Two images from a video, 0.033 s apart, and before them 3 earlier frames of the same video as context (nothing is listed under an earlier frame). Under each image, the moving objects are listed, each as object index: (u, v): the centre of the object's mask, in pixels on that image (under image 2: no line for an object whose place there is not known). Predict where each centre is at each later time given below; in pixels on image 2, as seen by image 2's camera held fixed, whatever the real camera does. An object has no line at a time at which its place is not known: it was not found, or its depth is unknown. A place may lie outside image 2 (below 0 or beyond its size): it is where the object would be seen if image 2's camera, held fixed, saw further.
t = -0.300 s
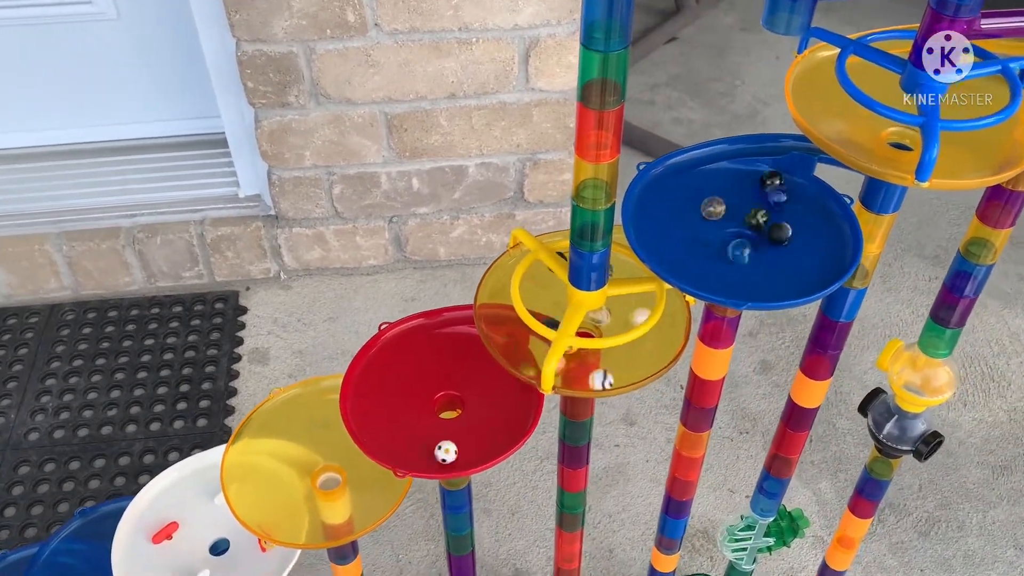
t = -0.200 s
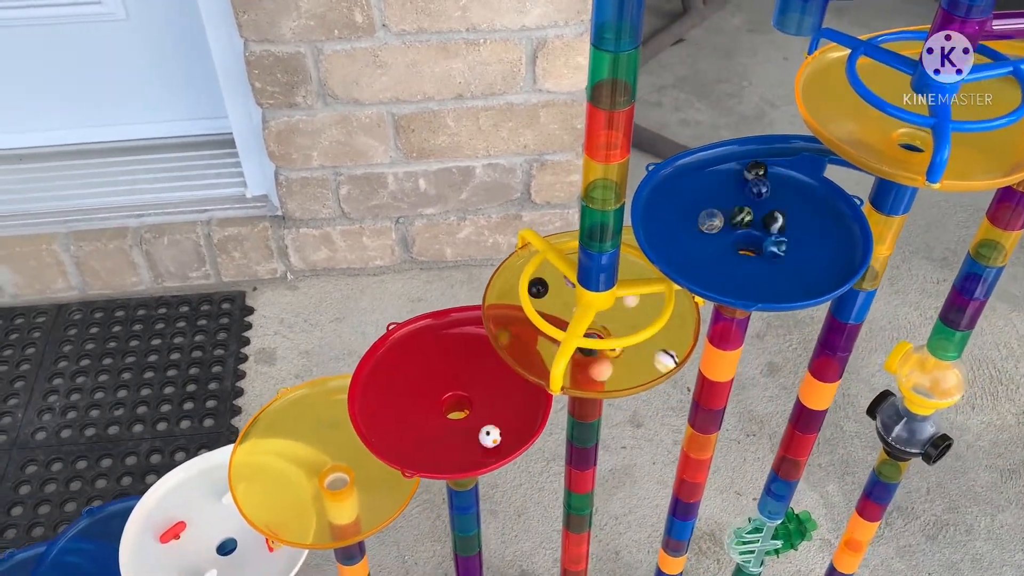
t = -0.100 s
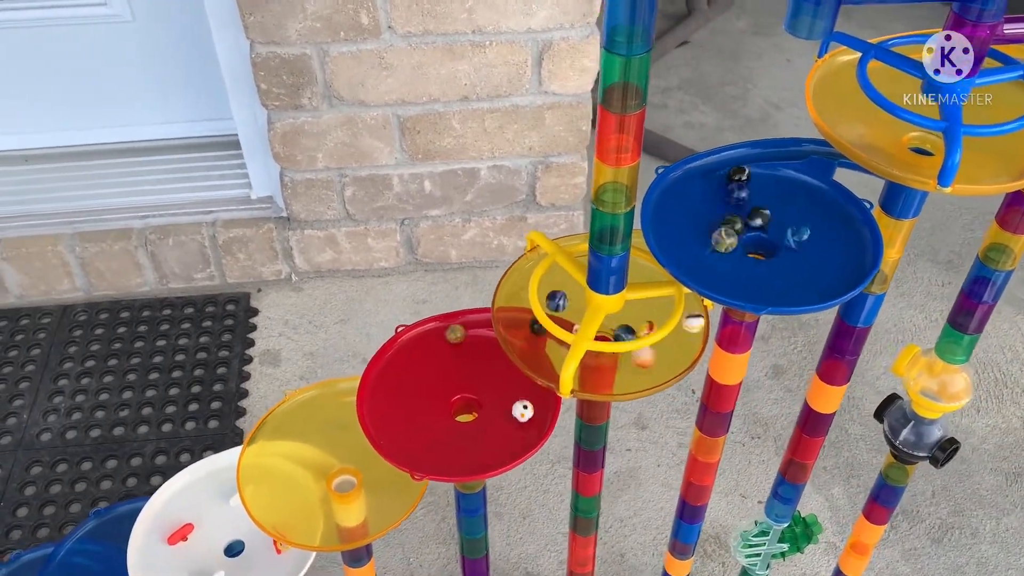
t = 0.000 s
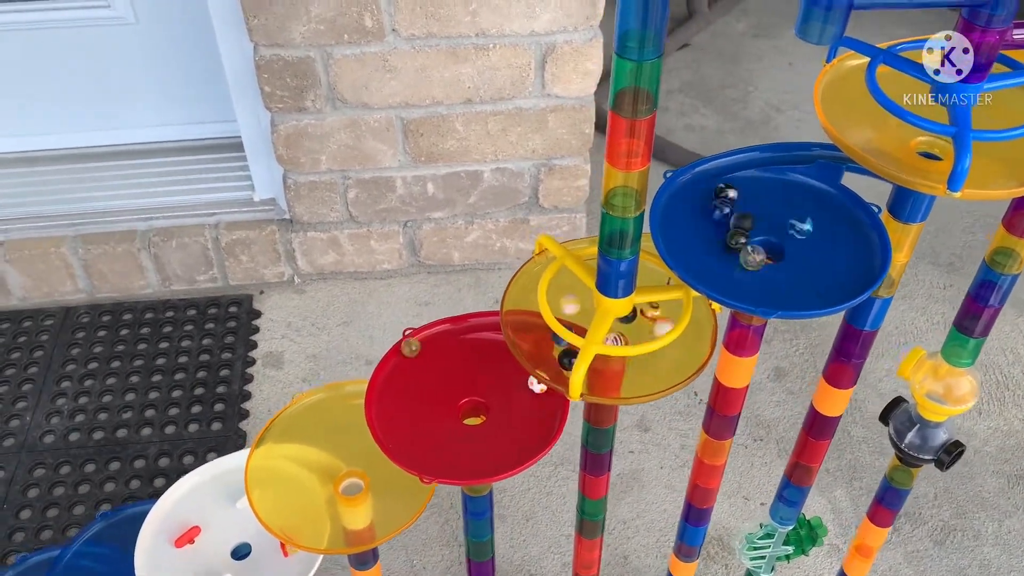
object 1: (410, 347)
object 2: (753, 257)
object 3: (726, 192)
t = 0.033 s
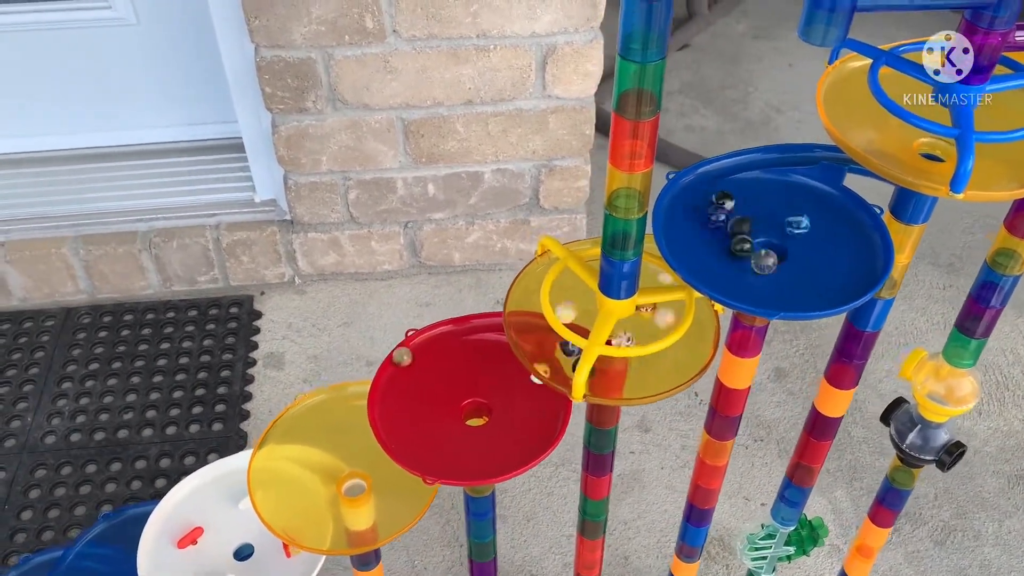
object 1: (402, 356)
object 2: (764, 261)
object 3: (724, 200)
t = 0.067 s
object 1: (394, 367)
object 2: (774, 263)
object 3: (719, 207)
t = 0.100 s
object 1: (388, 379)
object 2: (782, 263)
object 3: (717, 214)
